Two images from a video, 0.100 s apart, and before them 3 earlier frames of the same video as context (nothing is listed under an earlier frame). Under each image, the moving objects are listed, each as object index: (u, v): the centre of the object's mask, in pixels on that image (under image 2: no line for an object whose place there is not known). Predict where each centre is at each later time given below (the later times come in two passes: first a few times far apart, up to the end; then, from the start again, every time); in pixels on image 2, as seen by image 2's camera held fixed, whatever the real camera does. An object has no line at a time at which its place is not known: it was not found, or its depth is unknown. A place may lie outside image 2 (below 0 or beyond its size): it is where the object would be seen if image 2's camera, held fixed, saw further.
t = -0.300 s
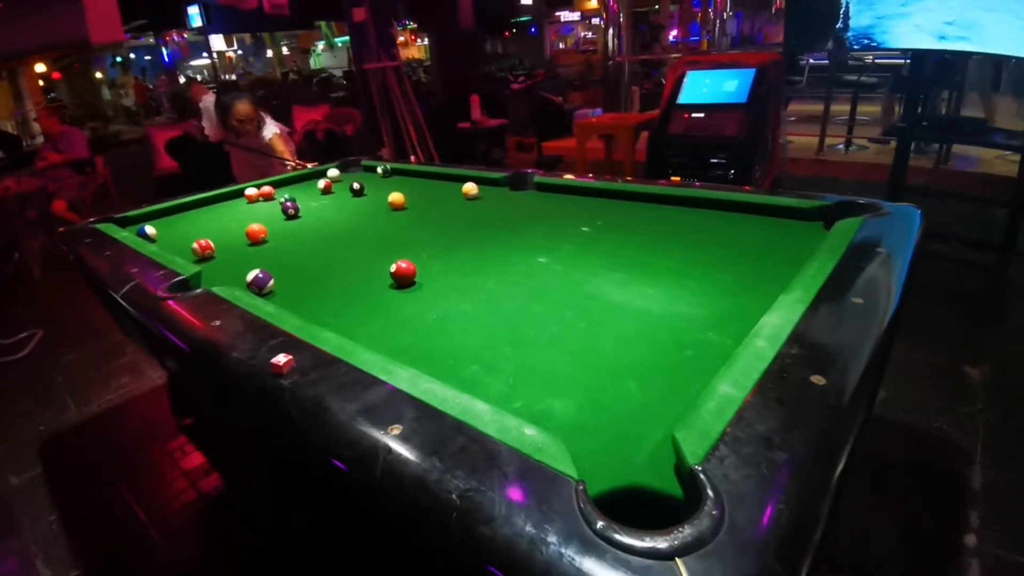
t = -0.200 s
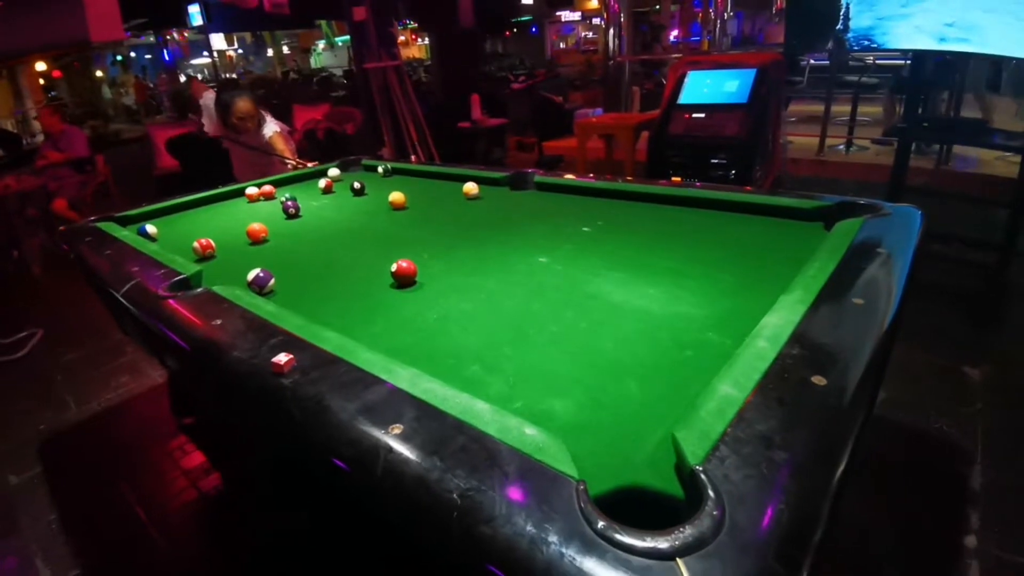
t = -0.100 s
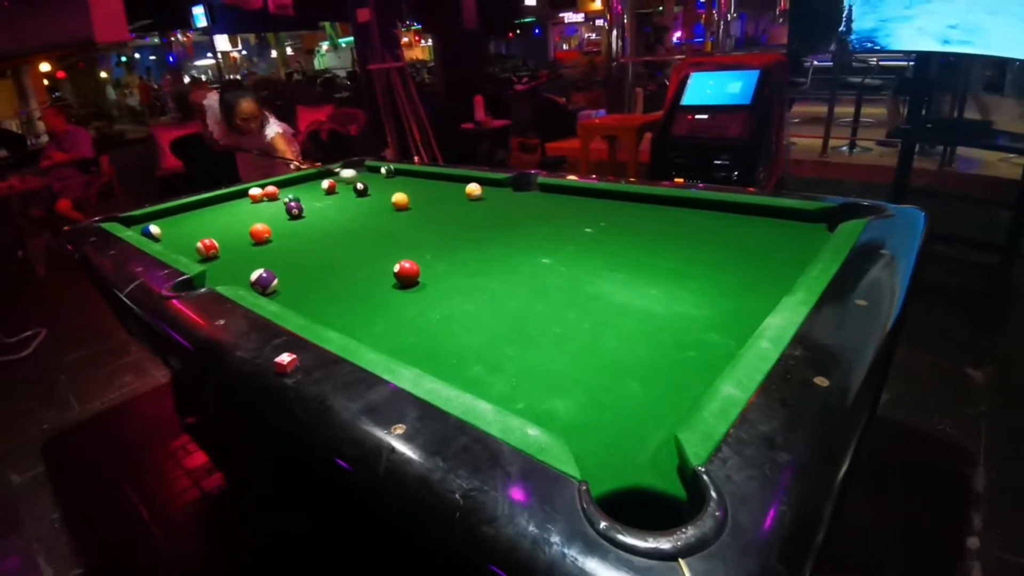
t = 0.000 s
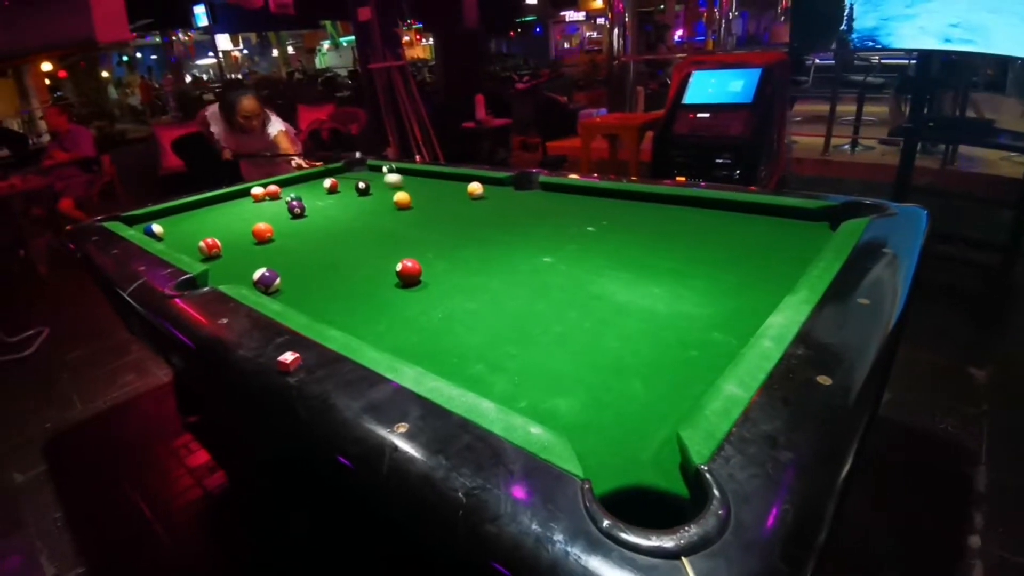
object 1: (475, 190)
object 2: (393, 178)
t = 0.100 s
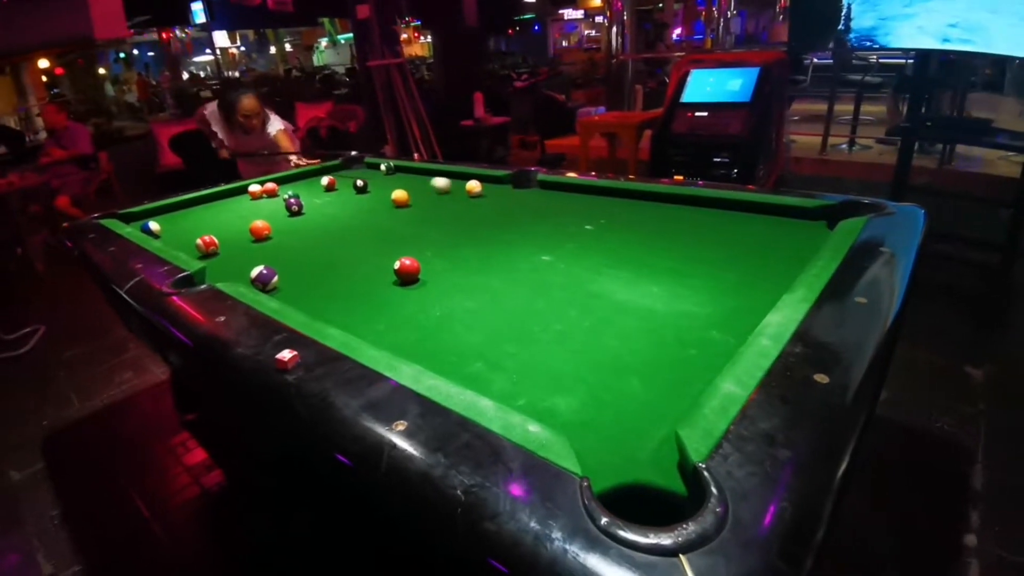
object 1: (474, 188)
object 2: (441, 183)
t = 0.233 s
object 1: (543, 191)
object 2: (460, 191)
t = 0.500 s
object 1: (702, 205)
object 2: (495, 208)
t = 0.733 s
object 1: (806, 225)
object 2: (539, 226)
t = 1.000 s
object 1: (692, 221)
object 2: (603, 253)
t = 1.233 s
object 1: (609, 218)
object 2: (679, 284)
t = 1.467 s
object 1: (539, 216)
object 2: (722, 311)
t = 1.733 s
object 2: (636, 304)
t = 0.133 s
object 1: (477, 189)
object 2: (457, 185)
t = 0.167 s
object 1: (496, 188)
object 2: (459, 187)
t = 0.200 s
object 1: (519, 190)
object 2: (459, 189)
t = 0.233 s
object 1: (543, 191)
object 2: (460, 191)
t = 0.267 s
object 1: (566, 192)
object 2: (462, 192)
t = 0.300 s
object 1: (589, 193)
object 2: (465, 194)
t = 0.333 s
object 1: (612, 193)
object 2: (470, 197)
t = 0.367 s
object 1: (635, 194)
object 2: (474, 198)
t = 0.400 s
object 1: (652, 197)
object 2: (479, 200)
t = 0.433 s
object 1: (668, 199)
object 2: (485, 203)
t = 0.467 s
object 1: (685, 202)
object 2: (490, 205)
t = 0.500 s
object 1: (702, 205)
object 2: (495, 208)
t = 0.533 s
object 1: (720, 208)
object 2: (501, 210)
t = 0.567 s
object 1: (740, 212)
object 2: (507, 213)
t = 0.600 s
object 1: (761, 215)
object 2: (513, 215)
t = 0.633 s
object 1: (782, 219)
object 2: (519, 218)
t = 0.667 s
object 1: (804, 222)
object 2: (525, 220)
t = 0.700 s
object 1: (821, 226)
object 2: (532, 223)
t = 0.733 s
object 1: (806, 225)
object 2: (539, 226)
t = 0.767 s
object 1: (789, 225)
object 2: (546, 229)
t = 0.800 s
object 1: (774, 224)
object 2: (553, 232)
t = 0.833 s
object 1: (759, 224)
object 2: (561, 235)
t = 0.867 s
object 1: (745, 223)
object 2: (569, 238)
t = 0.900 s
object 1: (731, 223)
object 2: (577, 242)
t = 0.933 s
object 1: (717, 222)
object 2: (585, 245)
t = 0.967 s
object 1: (704, 222)
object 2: (594, 249)
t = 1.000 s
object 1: (692, 221)
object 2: (603, 253)
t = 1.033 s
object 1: (679, 221)
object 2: (613, 257)
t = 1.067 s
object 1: (666, 220)
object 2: (622, 261)
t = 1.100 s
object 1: (654, 220)
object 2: (632, 265)
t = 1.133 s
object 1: (642, 219)
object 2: (643, 270)
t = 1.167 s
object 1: (631, 219)
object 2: (654, 274)
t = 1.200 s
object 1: (620, 218)
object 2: (666, 279)
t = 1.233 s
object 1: (609, 218)
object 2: (679, 284)
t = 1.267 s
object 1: (598, 218)
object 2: (692, 290)
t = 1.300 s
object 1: (587, 218)
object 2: (705, 296)
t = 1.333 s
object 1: (577, 217)
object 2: (720, 302)
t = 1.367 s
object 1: (568, 217)
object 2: (735, 307)
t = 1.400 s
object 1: (558, 216)
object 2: (745, 313)
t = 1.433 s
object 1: (548, 216)
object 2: (734, 312)
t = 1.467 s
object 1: (539, 216)
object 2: (722, 311)
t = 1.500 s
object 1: (529, 215)
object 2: (711, 311)
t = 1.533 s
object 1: (520, 215)
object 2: (700, 310)
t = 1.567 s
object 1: (511, 215)
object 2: (688, 309)
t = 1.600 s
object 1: (503, 214)
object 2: (677, 307)
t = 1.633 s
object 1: (494, 214)
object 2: (667, 306)
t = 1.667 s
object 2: (656, 306)
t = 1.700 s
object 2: (646, 304)
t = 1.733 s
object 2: (636, 304)
